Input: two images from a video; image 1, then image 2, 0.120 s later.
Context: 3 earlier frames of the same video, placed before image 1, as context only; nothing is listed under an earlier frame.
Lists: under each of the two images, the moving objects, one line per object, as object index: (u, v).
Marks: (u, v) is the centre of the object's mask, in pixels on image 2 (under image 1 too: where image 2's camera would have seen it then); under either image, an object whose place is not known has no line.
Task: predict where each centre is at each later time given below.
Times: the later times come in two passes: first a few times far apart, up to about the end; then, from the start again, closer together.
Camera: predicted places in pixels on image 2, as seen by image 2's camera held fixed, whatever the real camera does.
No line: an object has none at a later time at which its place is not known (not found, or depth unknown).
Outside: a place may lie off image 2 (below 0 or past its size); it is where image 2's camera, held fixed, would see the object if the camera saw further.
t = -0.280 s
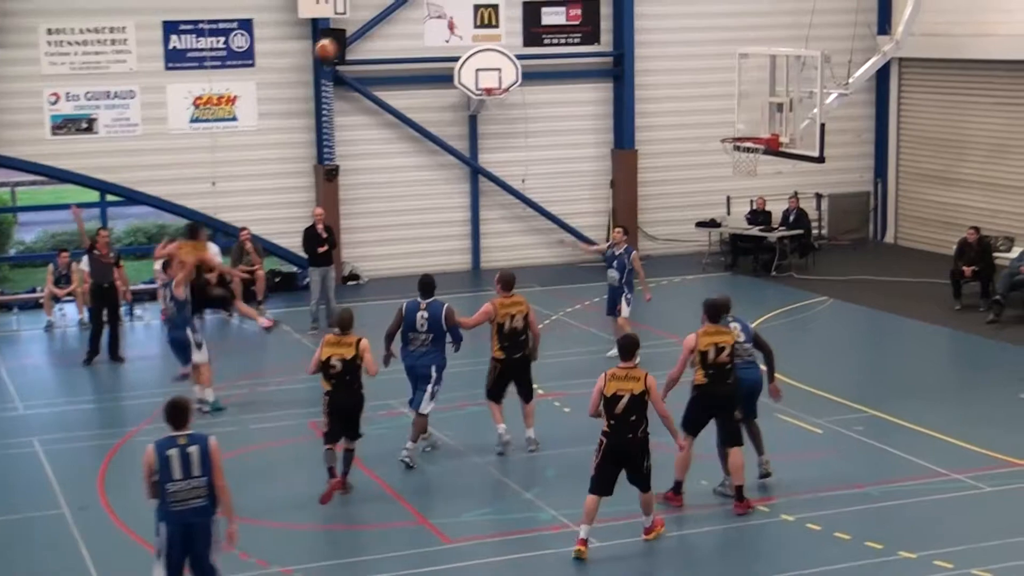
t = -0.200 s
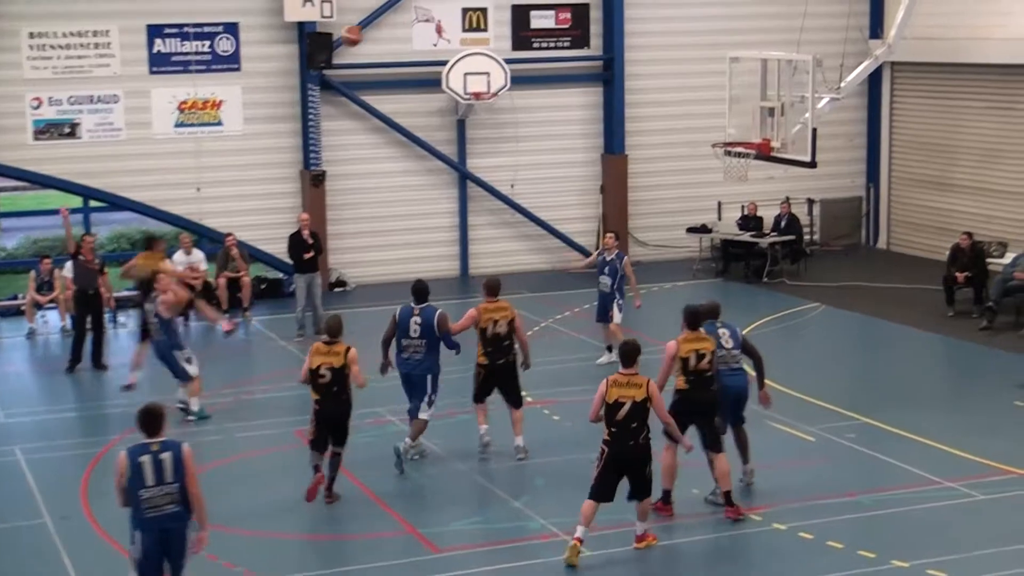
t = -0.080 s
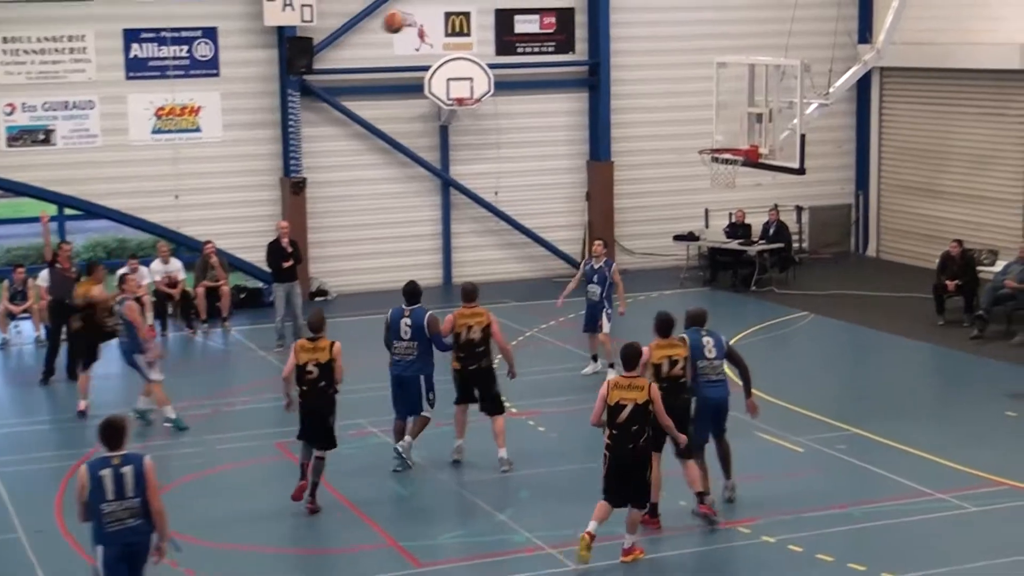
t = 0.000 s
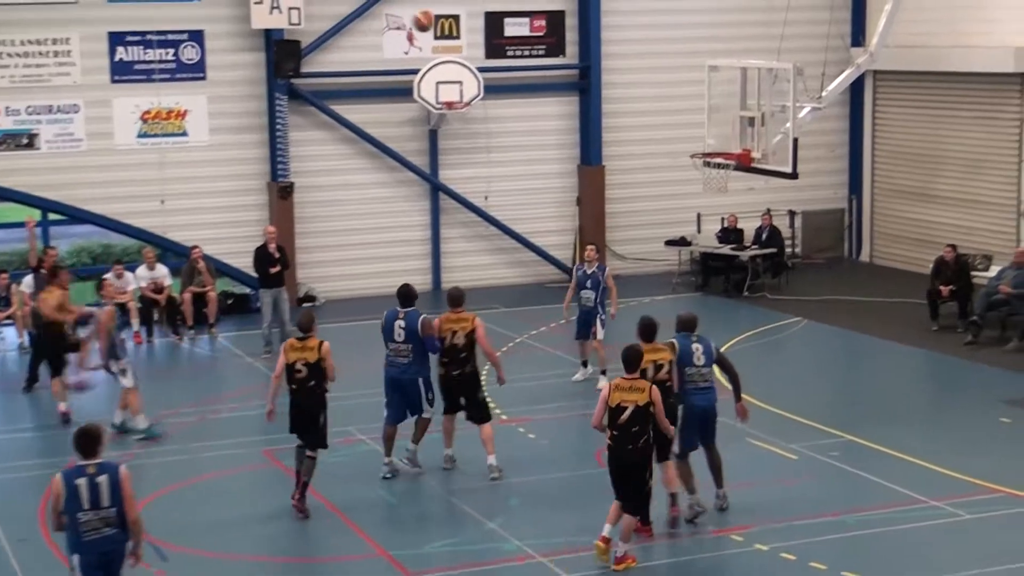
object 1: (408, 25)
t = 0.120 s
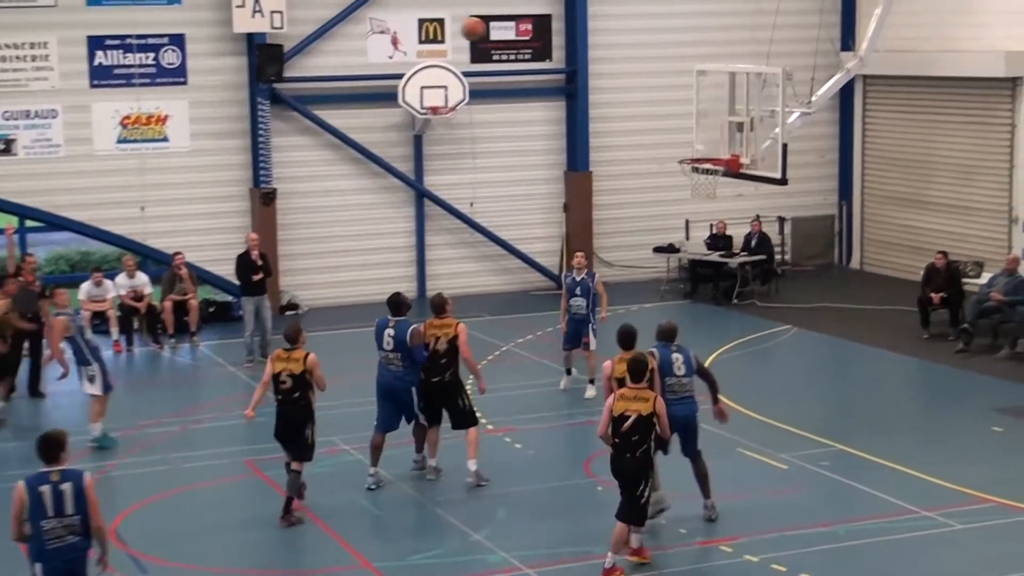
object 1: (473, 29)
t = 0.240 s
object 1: (537, 47)
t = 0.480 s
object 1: (667, 126)
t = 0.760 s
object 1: (695, 243)
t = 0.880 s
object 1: (683, 301)
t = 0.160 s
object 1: (492, 32)
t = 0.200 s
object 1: (514, 39)
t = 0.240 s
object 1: (537, 47)
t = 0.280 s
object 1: (557, 55)
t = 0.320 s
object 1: (578, 66)
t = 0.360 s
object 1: (602, 80)
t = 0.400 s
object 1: (624, 94)
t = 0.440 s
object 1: (645, 110)
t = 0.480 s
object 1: (667, 126)
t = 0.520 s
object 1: (690, 146)
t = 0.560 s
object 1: (710, 166)
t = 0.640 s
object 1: (708, 196)
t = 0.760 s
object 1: (695, 243)
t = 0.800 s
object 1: (690, 262)
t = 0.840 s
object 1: (687, 279)
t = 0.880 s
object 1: (683, 301)
